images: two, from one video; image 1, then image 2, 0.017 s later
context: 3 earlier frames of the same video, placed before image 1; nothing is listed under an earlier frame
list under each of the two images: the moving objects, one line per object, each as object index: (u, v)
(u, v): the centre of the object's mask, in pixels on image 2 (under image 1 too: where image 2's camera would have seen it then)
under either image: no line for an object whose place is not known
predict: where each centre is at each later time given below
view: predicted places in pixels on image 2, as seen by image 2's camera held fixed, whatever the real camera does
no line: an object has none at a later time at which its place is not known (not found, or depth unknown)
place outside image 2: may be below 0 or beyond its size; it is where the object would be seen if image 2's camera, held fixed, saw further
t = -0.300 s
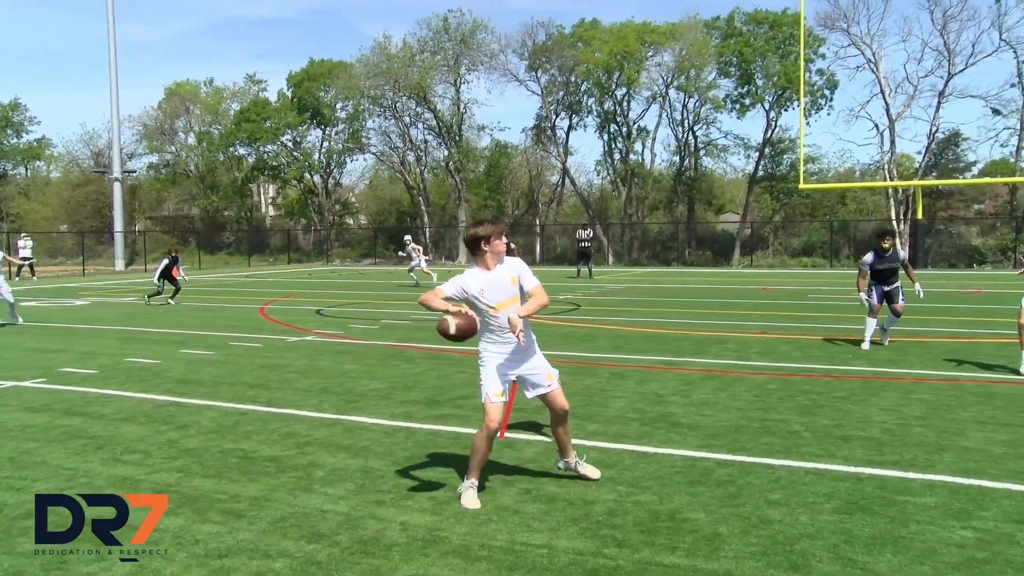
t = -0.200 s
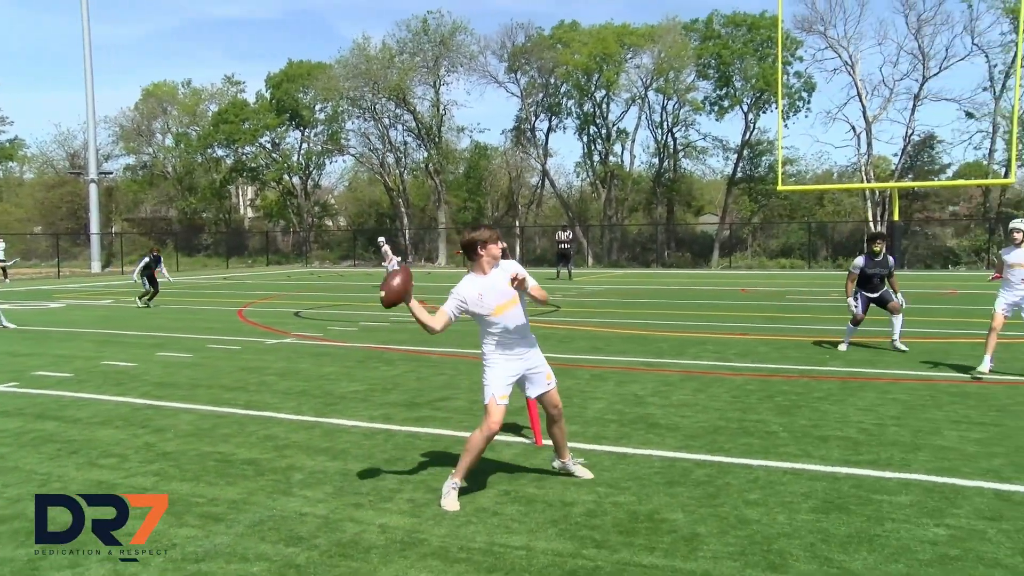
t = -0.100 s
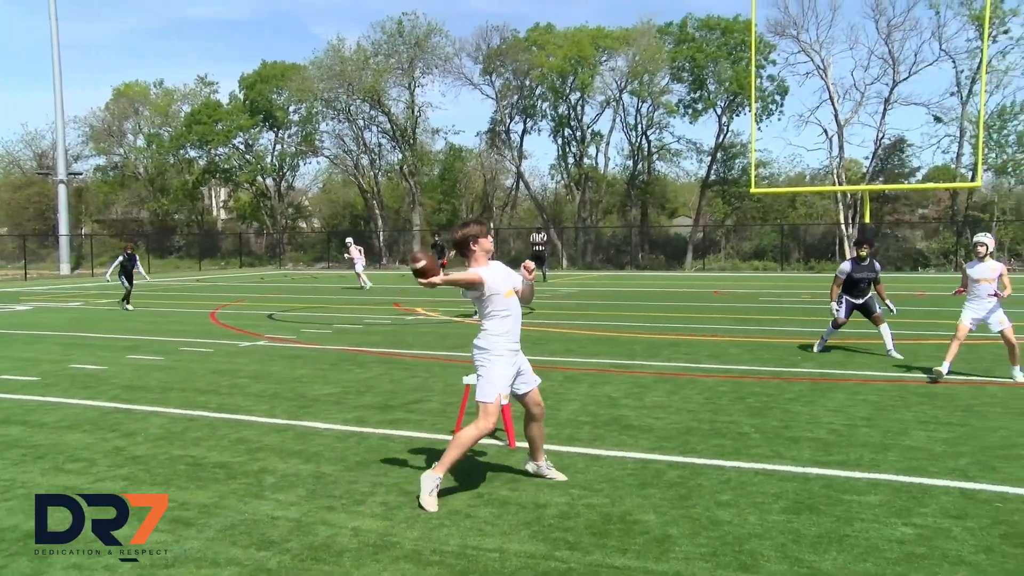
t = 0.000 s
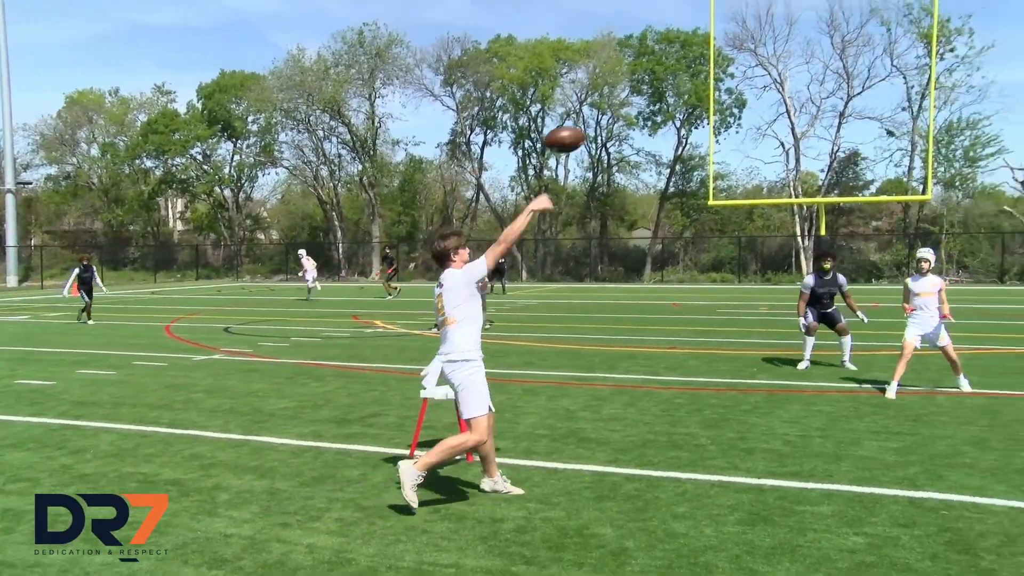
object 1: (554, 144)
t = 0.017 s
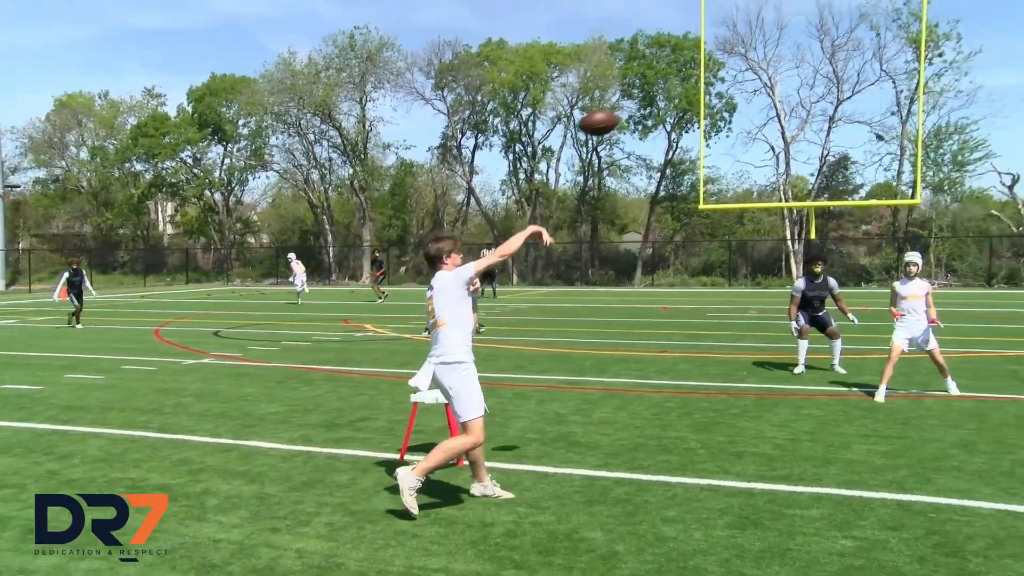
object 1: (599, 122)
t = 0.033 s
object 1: (640, 102)
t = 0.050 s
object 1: (679, 83)
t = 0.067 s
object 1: (717, 65)
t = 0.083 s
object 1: (753, 49)
